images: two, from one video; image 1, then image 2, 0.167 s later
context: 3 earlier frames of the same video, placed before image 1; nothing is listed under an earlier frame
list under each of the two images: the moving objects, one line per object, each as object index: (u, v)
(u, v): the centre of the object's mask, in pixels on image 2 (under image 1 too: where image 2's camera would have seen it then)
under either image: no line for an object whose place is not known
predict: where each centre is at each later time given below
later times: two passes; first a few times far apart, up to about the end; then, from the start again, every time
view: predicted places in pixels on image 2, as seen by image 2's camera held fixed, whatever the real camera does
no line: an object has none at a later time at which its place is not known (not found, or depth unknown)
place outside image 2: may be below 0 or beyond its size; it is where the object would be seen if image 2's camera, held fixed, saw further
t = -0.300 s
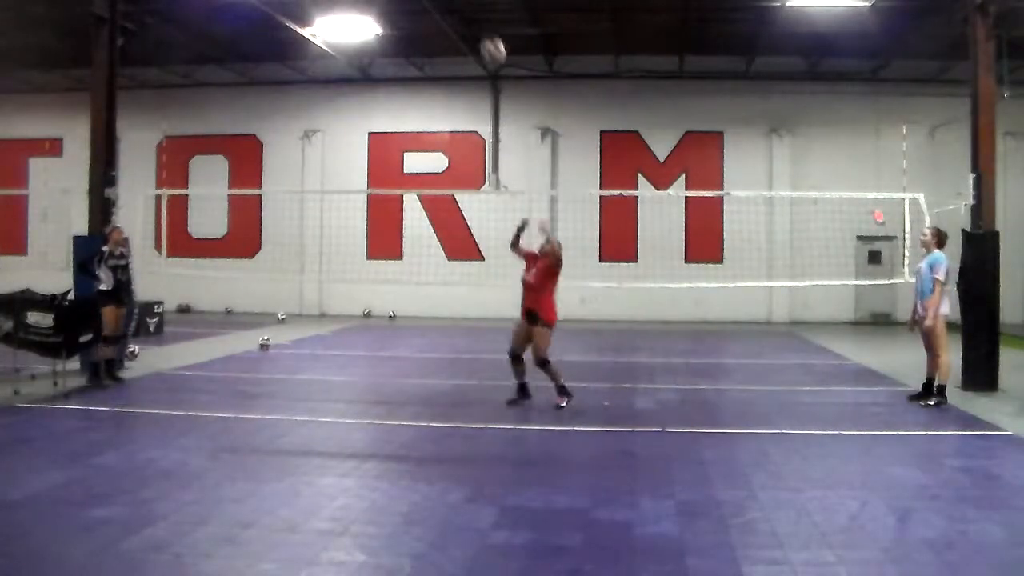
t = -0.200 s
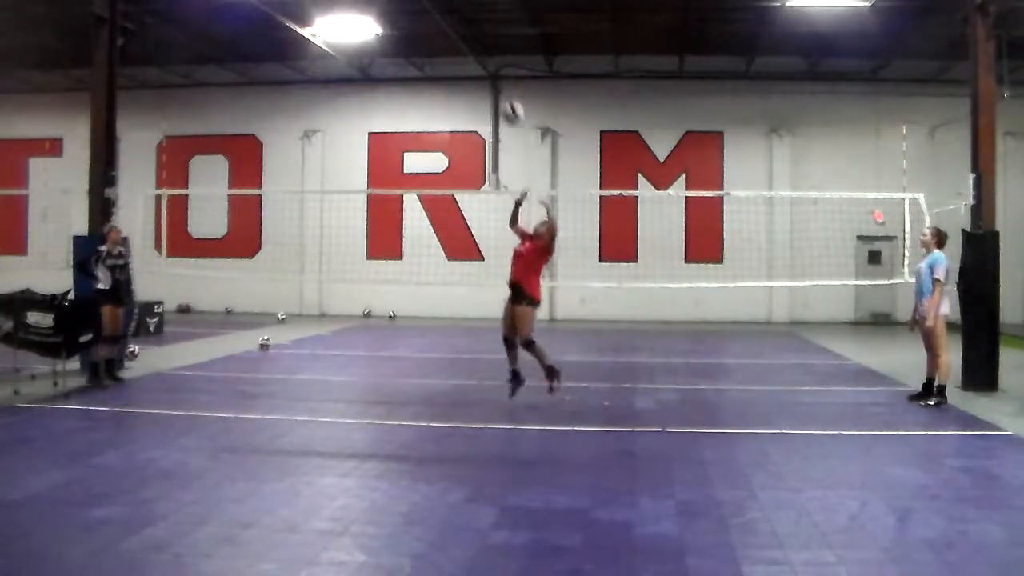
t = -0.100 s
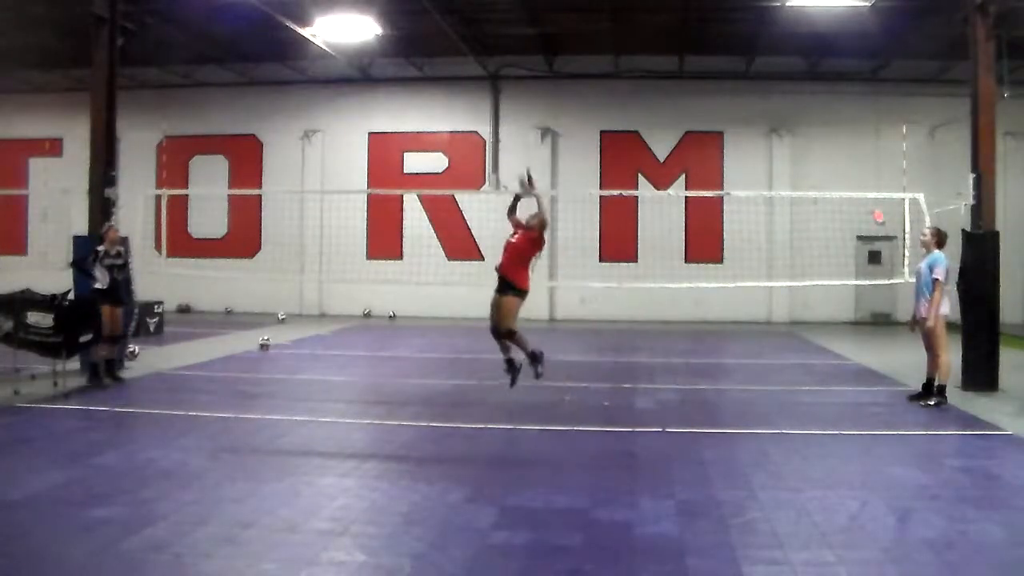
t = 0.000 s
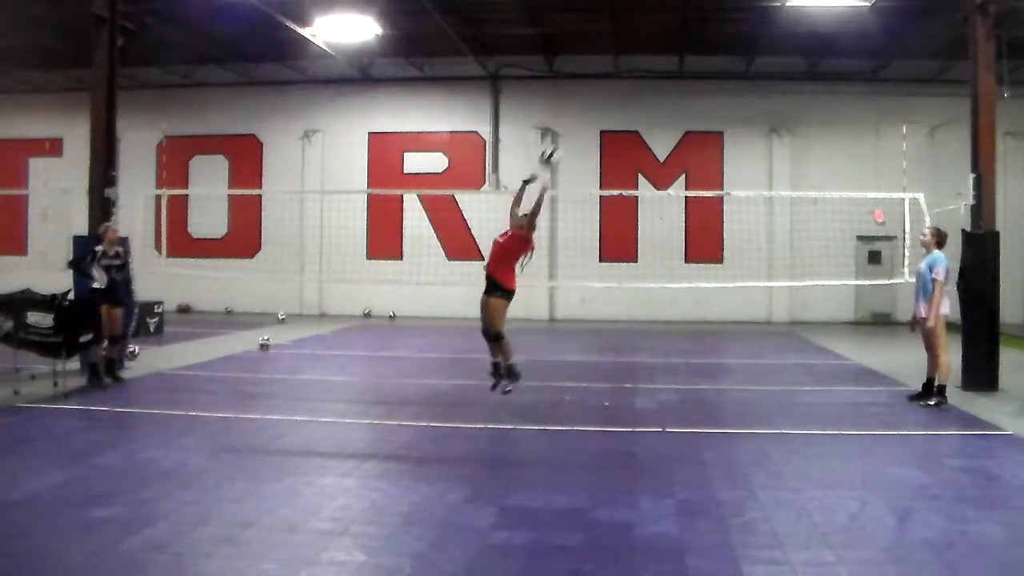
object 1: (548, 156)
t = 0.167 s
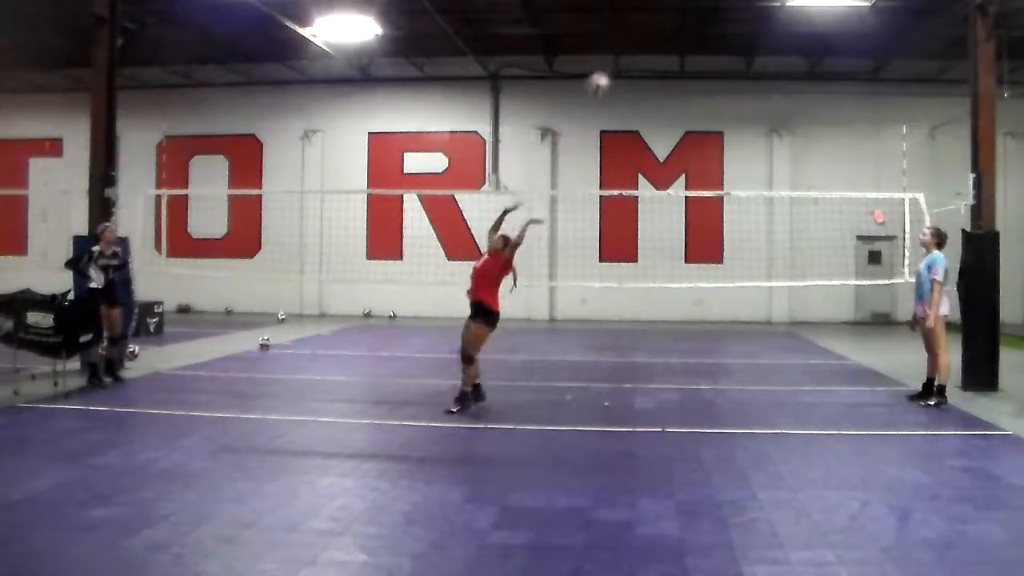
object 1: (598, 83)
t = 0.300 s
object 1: (635, 45)
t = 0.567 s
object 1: (705, 24)
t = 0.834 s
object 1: (774, 70)
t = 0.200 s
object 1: (608, 71)
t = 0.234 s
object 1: (616, 62)
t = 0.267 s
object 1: (625, 55)
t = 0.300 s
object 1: (635, 45)
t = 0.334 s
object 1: (643, 39)
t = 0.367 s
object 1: (652, 34)
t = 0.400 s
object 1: (661, 29)
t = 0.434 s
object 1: (670, 25)
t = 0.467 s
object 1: (678, 24)
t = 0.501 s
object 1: (687, 22)
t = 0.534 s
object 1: (697, 22)
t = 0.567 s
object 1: (705, 24)
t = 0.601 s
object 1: (714, 25)
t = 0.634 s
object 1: (722, 28)
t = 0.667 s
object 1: (731, 33)
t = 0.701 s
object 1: (740, 38)
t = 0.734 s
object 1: (749, 45)
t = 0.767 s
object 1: (757, 52)
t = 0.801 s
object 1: (766, 61)
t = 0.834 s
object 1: (774, 70)
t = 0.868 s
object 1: (783, 80)
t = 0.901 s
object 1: (792, 90)
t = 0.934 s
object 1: (801, 104)
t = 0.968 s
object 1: (809, 118)
